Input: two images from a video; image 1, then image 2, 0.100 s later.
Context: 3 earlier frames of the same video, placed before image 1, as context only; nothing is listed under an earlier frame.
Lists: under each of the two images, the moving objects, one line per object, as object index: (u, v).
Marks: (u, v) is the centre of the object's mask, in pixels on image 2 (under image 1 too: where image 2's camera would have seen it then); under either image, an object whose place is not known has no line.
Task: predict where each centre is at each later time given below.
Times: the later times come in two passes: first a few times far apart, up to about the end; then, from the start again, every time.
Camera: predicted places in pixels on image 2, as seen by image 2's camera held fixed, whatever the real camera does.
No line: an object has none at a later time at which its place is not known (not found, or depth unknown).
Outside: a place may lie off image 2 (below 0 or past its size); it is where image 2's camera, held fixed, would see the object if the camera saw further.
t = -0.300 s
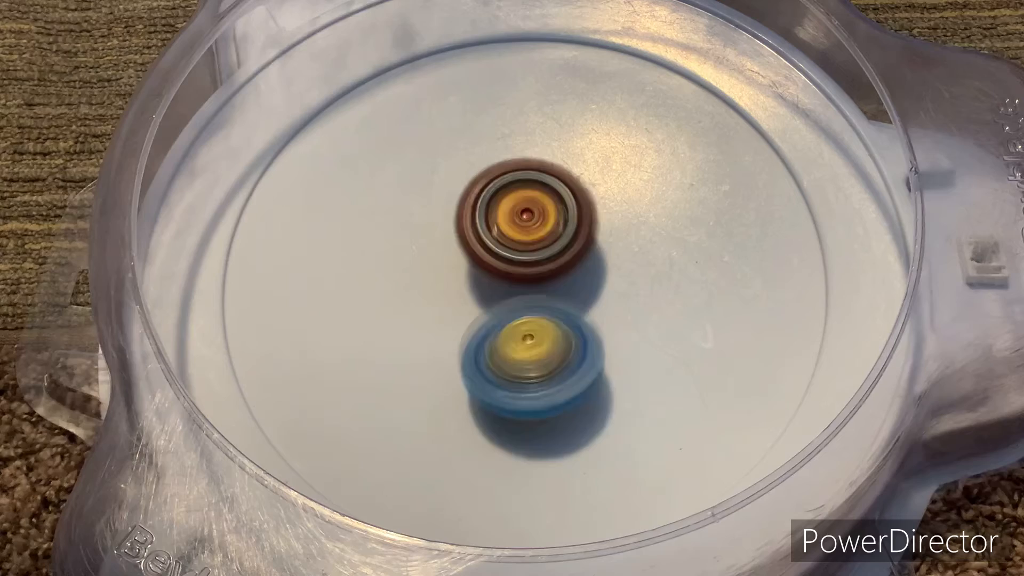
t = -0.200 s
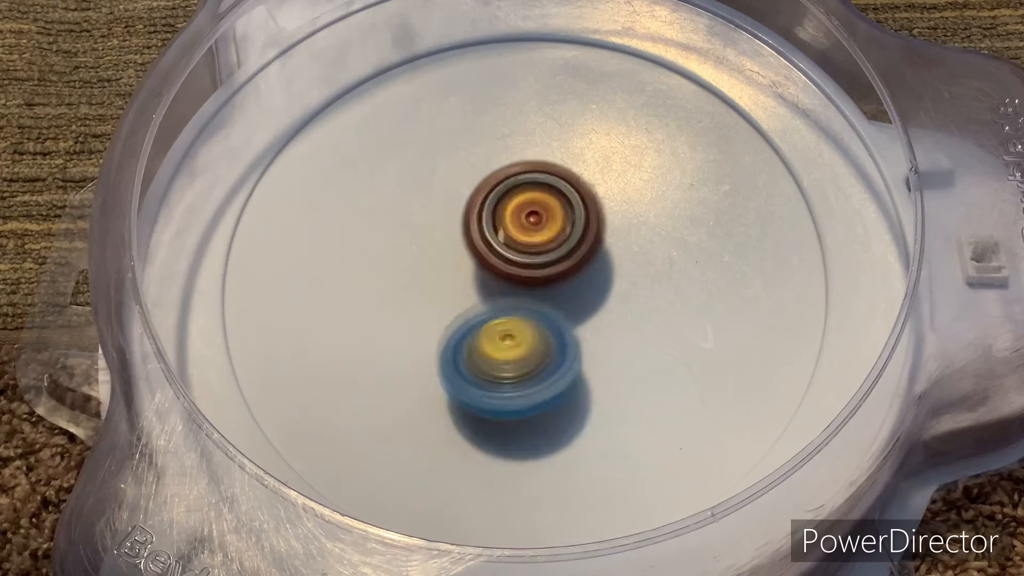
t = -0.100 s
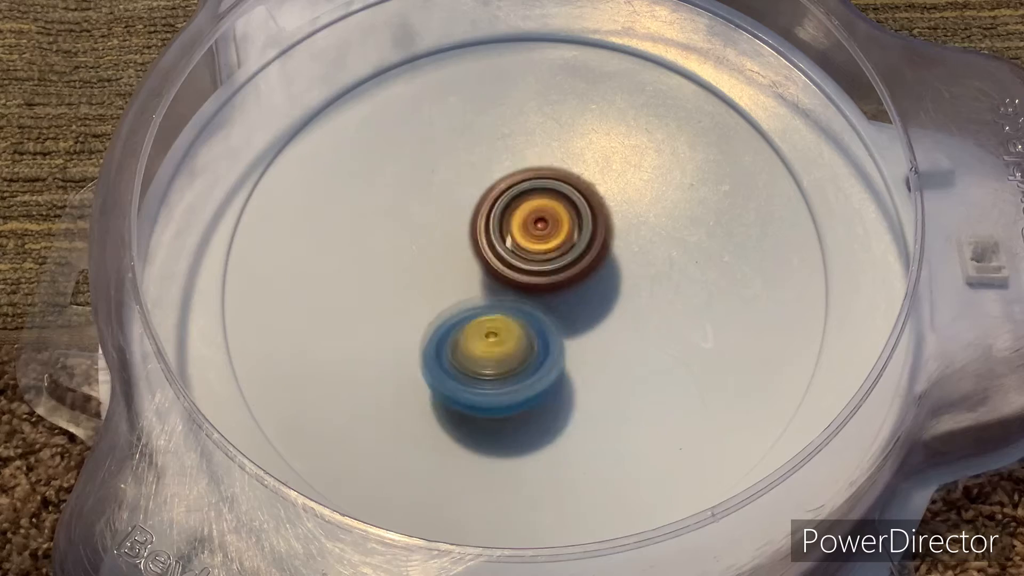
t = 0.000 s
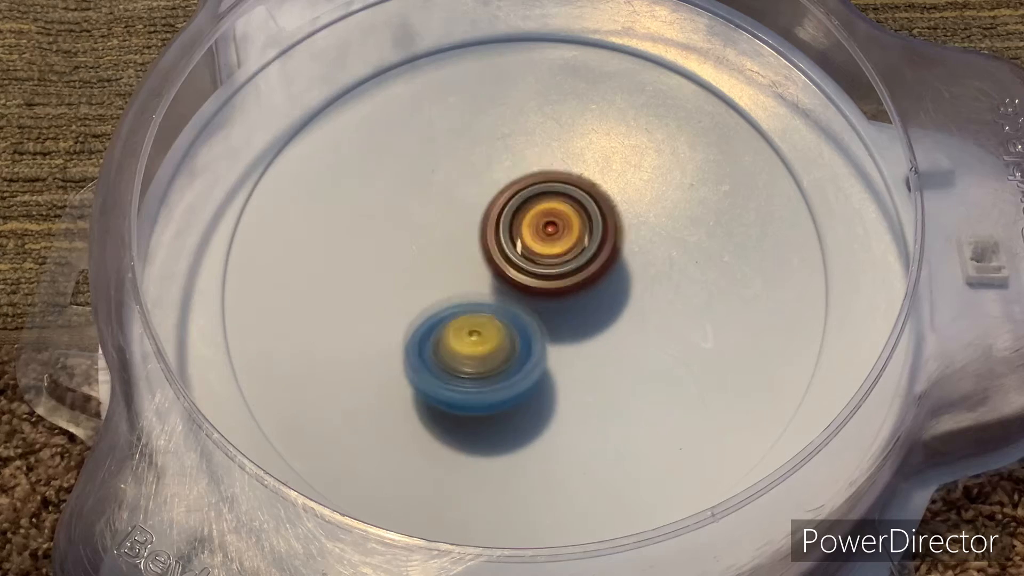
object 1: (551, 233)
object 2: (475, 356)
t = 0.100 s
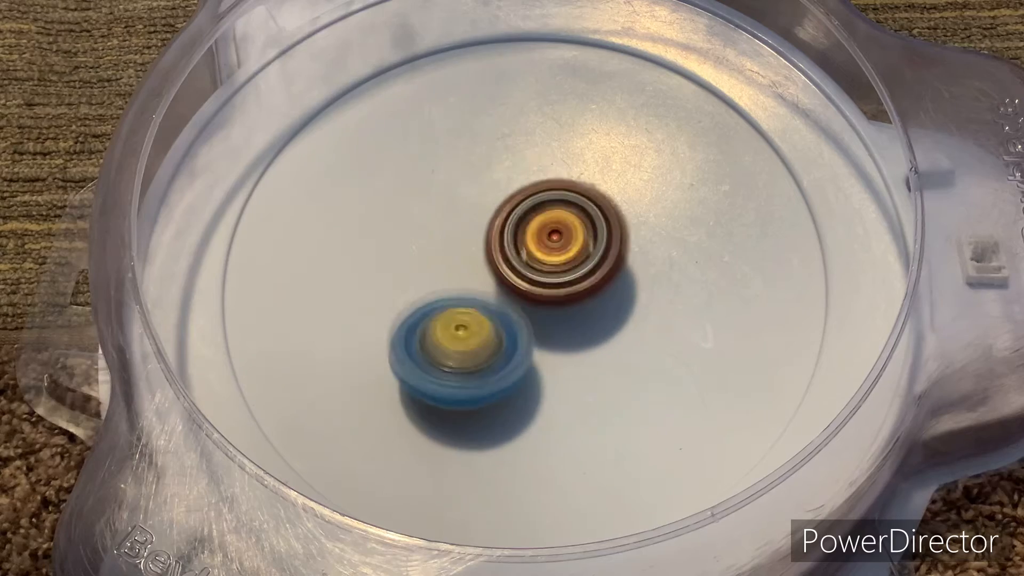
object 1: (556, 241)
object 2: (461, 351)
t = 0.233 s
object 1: (571, 250)
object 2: (443, 343)
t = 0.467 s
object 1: (576, 273)
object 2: (430, 317)
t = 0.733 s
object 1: (569, 300)
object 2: (424, 269)
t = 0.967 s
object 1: (550, 317)
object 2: (438, 228)
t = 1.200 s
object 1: (524, 314)
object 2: (466, 197)
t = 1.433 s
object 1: (493, 303)
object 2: (509, 183)
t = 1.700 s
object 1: (478, 288)
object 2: (554, 187)
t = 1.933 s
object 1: (475, 281)
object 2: (589, 204)
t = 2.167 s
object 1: (484, 276)
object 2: (629, 237)
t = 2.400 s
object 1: (496, 267)
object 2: (655, 277)
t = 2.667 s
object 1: (512, 259)
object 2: (649, 318)
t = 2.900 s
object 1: (514, 253)
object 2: (626, 346)
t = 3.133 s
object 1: (512, 244)
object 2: (582, 364)
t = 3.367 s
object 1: (509, 236)
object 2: (518, 372)
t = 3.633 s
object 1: (528, 224)
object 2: (451, 350)
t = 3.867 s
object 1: (547, 231)
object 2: (430, 318)
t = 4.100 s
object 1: (576, 251)
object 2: (429, 284)
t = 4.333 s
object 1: (598, 280)
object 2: (452, 248)
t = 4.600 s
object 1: (578, 310)
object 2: (499, 213)
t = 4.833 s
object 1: (539, 332)
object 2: (540, 204)
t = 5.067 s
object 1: (497, 322)
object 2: (571, 216)
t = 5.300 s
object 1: (460, 297)
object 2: (597, 244)
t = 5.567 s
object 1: (463, 259)
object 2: (615, 293)
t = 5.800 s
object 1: (496, 233)
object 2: (606, 328)
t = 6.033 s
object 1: (541, 216)
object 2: (578, 349)
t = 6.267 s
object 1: (568, 222)
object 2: (536, 356)
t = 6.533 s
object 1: (582, 248)
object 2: (472, 347)
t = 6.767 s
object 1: (580, 274)
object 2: (436, 321)
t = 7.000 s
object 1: (573, 299)
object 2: (426, 281)
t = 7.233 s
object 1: (553, 314)
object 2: (438, 242)
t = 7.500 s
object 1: (535, 321)
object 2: (485, 207)
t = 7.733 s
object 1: (521, 315)
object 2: (542, 195)
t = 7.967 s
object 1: (499, 307)
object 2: (587, 210)
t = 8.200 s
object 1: (453, 317)
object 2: (619, 245)
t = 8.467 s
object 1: (453, 301)
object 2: (614, 306)
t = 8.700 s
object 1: (458, 251)
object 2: (604, 327)
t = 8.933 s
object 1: (483, 215)
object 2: (577, 329)
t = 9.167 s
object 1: (533, 199)
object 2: (545, 343)
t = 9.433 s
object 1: (575, 209)
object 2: (534, 338)
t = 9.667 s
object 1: (610, 213)
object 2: (516, 342)
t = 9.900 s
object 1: (611, 236)
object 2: (485, 327)
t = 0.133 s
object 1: (557, 245)
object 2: (458, 349)
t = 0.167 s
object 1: (562, 246)
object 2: (452, 347)
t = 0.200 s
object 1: (568, 248)
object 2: (447, 346)
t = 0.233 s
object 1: (571, 250)
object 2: (443, 343)
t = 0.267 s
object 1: (574, 252)
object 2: (441, 340)
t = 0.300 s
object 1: (575, 256)
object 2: (438, 337)
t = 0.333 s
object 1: (576, 259)
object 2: (436, 334)
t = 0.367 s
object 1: (576, 262)
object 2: (434, 331)
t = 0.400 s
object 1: (576, 266)
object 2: (432, 327)
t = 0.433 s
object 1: (577, 270)
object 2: (431, 323)
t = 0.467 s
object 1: (576, 273)
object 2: (430, 317)
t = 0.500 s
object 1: (576, 277)
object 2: (428, 313)
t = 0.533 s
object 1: (577, 281)
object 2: (426, 306)
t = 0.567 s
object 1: (577, 285)
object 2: (426, 300)
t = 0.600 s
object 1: (577, 288)
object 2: (425, 294)
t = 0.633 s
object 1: (576, 292)
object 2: (424, 287)
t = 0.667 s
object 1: (574, 295)
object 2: (423, 281)
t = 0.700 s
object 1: (572, 297)
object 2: (422, 274)
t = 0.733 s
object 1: (569, 300)
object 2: (424, 269)
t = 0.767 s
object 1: (567, 303)
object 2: (426, 263)
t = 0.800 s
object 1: (564, 305)
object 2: (429, 258)
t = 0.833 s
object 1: (561, 308)
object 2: (430, 252)
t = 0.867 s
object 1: (559, 312)
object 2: (432, 246)
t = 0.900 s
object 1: (557, 314)
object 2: (434, 241)
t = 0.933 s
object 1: (554, 316)
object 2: (436, 235)
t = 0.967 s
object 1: (550, 317)
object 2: (438, 228)
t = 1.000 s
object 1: (547, 318)
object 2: (441, 220)
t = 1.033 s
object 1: (543, 318)
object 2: (444, 214)
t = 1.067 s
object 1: (540, 318)
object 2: (446, 209)
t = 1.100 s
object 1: (536, 318)
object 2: (450, 204)
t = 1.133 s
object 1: (533, 317)
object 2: (454, 201)
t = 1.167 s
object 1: (529, 316)
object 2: (460, 198)
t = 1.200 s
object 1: (524, 314)
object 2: (466, 197)
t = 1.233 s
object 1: (520, 313)
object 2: (472, 195)
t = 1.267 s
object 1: (515, 310)
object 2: (479, 193)
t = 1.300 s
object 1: (511, 309)
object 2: (484, 192)
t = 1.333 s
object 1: (506, 308)
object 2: (491, 190)
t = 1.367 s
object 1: (501, 306)
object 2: (498, 188)
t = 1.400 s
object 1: (497, 305)
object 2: (504, 185)
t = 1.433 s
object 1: (493, 303)
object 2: (509, 183)
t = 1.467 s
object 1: (490, 301)
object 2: (514, 183)
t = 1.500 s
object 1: (487, 298)
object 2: (520, 183)
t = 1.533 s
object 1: (485, 296)
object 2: (525, 183)
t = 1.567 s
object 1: (483, 295)
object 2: (531, 182)
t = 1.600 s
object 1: (481, 294)
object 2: (536, 182)
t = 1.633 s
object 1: (479, 292)
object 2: (542, 184)
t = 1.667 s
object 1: (478, 290)
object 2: (548, 185)
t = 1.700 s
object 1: (478, 288)
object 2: (554, 187)
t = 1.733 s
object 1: (478, 287)
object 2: (558, 188)
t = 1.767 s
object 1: (476, 286)
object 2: (564, 189)
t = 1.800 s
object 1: (475, 285)
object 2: (569, 191)
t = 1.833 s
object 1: (475, 283)
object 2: (572, 194)
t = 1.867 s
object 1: (476, 281)
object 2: (578, 198)
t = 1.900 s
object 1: (475, 281)
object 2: (583, 200)
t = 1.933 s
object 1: (475, 281)
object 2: (589, 204)
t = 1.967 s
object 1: (476, 280)
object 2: (594, 209)
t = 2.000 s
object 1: (477, 279)
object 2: (598, 213)
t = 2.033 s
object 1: (478, 279)
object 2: (606, 218)
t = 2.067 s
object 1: (478, 278)
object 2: (612, 222)
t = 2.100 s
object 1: (479, 278)
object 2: (618, 226)
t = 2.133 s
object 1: (481, 277)
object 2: (624, 231)
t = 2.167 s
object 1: (484, 276)
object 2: (629, 237)
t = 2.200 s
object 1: (488, 275)
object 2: (633, 241)
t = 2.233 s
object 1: (492, 275)
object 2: (637, 249)
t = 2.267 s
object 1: (493, 273)
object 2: (640, 254)
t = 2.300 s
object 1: (492, 271)
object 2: (645, 259)
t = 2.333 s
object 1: (492, 269)
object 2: (650, 265)
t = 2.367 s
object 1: (494, 268)
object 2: (652, 270)
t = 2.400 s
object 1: (496, 267)
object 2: (655, 277)
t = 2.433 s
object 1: (498, 266)
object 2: (656, 283)
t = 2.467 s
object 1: (501, 266)
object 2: (656, 288)
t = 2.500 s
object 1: (505, 265)
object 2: (655, 292)
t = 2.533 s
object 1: (507, 264)
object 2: (655, 298)
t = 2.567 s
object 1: (507, 262)
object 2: (655, 302)
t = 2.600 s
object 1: (508, 261)
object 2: (655, 309)
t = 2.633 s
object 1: (510, 260)
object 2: (653, 315)
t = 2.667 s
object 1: (512, 259)
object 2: (649, 318)
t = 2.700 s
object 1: (512, 258)
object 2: (648, 326)
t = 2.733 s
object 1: (513, 257)
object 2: (645, 330)
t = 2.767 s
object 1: (514, 257)
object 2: (642, 334)
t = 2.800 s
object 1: (515, 257)
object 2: (639, 336)
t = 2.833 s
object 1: (515, 255)
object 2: (635, 340)
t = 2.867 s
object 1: (515, 254)
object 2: (631, 342)
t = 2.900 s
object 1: (514, 253)
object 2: (626, 346)
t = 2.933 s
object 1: (515, 252)
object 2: (623, 348)
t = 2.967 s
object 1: (514, 249)
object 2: (616, 350)
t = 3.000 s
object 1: (514, 247)
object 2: (610, 354)
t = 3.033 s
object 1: (514, 247)
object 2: (605, 357)
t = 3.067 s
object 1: (514, 246)
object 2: (596, 359)
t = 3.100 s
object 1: (512, 245)
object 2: (589, 361)
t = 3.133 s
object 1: (512, 244)
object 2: (582, 364)
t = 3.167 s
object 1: (511, 244)
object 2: (572, 366)
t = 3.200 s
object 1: (510, 241)
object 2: (564, 369)
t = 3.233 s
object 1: (508, 238)
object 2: (555, 372)
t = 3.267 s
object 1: (508, 237)
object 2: (546, 374)
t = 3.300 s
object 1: (508, 236)
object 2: (536, 374)
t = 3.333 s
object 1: (508, 236)
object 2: (527, 374)
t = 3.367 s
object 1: (509, 236)
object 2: (518, 372)
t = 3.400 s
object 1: (510, 237)
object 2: (509, 372)
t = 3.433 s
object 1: (510, 236)
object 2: (500, 371)
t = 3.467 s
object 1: (513, 233)
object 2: (490, 369)
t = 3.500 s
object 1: (515, 231)
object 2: (482, 368)
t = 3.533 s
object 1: (519, 228)
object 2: (473, 365)
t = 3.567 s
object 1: (522, 226)
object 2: (465, 360)
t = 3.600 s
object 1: (525, 225)
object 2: (457, 354)
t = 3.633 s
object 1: (528, 224)
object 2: (451, 350)
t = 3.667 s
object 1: (532, 224)
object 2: (444, 345)
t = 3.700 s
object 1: (535, 224)
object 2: (440, 341)
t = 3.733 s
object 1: (538, 224)
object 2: (437, 336)
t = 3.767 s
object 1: (540, 225)
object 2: (435, 332)
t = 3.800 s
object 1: (543, 227)
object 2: (433, 327)
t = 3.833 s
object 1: (545, 229)
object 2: (431, 323)
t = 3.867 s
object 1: (547, 231)
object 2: (430, 318)
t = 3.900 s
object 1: (551, 234)
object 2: (428, 315)
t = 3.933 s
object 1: (556, 235)
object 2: (426, 310)
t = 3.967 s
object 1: (561, 238)
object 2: (426, 306)
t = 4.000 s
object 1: (564, 240)
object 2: (428, 301)
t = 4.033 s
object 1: (567, 244)
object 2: (429, 297)
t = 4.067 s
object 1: (571, 247)
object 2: (428, 290)
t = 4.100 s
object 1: (576, 251)
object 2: (429, 284)
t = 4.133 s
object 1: (582, 254)
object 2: (431, 278)
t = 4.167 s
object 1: (586, 258)
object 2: (433, 273)
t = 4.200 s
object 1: (590, 263)
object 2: (435, 268)
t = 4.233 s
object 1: (593, 268)
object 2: (439, 262)
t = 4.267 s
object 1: (596, 272)
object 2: (443, 258)
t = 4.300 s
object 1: (598, 276)
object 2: (447, 253)
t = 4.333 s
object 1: (598, 280)
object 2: (452, 248)
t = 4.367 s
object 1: (598, 284)
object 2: (457, 242)
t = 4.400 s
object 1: (598, 288)
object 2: (462, 237)
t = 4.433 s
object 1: (596, 292)
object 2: (469, 233)
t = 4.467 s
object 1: (594, 296)
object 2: (474, 228)
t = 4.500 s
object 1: (591, 299)
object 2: (480, 224)
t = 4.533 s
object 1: (587, 303)
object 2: (486, 220)
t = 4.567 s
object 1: (583, 306)
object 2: (493, 216)
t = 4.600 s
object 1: (578, 310)
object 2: (499, 213)
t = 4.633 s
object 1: (574, 315)
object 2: (505, 209)
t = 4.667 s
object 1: (568, 319)
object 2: (513, 206)
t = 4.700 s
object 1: (563, 323)
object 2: (519, 204)
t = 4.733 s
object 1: (557, 326)
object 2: (525, 204)
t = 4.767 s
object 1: (552, 328)
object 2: (530, 203)
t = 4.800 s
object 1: (545, 331)
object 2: (535, 203)
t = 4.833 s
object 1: (539, 332)
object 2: (540, 204)
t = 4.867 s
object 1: (533, 333)
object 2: (546, 205)
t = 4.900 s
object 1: (527, 333)
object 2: (551, 206)
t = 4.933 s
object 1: (521, 332)
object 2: (554, 207)
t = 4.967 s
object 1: (514, 331)
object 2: (559, 209)
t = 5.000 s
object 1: (508, 328)
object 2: (563, 211)
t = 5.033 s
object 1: (503, 325)
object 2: (568, 213)
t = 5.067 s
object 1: (497, 322)
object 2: (571, 216)
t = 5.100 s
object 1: (491, 319)
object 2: (574, 219)
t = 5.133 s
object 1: (486, 316)
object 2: (577, 222)
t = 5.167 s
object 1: (481, 311)
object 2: (581, 225)
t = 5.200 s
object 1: (474, 308)
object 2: (585, 229)
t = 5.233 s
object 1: (468, 305)
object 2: (589, 234)
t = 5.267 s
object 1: (464, 301)
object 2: (593, 239)
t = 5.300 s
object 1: (460, 297)
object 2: (597, 244)
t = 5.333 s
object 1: (458, 293)
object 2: (602, 250)
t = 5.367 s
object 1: (456, 289)
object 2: (606, 257)
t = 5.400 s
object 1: (456, 284)
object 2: (608, 262)
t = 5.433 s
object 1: (456, 279)
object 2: (610, 268)
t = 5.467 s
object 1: (457, 274)
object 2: (612, 274)
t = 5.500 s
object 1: (459, 269)
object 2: (613, 280)
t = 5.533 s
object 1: (460, 264)
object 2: (614, 287)
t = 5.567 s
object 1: (463, 259)
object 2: (615, 293)
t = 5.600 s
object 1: (466, 255)
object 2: (615, 299)
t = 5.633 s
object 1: (470, 250)
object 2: (615, 305)
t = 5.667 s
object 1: (474, 246)
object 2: (614, 311)
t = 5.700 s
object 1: (479, 242)
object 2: (613, 316)
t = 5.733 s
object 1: (485, 239)
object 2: (612, 320)
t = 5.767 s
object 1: (490, 236)
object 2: (609, 324)
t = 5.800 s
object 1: (496, 233)
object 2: (606, 328)
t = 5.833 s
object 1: (503, 230)
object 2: (603, 330)
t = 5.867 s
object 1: (510, 228)
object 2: (600, 334)
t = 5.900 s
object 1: (516, 224)
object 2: (598, 339)
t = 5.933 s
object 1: (522, 222)
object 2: (594, 342)
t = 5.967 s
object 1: (529, 219)
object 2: (589, 345)
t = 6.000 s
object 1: (535, 217)
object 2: (583, 347)
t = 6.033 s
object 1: (541, 216)
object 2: (578, 349)
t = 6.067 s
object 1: (546, 216)
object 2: (574, 351)
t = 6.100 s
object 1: (551, 217)
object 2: (568, 351)
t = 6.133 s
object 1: (555, 218)
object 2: (563, 353)
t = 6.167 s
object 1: (559, 219)
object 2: (558, 354)
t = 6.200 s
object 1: (563, 219)
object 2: (551, 356)
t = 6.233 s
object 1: (566, 220)
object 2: (543, 356)
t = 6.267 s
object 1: (568, 222)
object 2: (536, 356)
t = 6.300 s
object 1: (571, 225)
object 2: (528, 356)
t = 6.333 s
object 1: (573, 228)
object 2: (521, 356)
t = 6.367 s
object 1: (575, 230)
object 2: (512, 358)
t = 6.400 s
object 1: (578, 234)
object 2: (504, 356)
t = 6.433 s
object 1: (579, 237)
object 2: (496, 353)
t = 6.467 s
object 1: (579, 241)
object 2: (488, 351)
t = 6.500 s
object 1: (581, 245)
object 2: (480, 350)
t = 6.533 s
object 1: (582, 248)
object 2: (472, 347)
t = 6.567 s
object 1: (581, 252)
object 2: (465, 343)
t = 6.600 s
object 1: (580, 256)
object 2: (459, 340)
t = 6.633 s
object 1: (582, 260)
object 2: (453, 337)
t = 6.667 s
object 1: (583, 264)
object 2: (446, 333)
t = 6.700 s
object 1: (583, 267)
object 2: (442, 329)
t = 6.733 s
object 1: (581, 271)
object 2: (439, 325)
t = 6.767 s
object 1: (580, 274)
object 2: (436, 321)
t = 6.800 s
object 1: (579, 278)
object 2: (434, 316)
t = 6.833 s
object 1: (581, 283)
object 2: (431, 311)
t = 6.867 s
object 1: (580, 286)
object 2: (429, 306)
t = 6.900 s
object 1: (578, 289)
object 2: (428, 300)
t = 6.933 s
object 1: (577, 292)
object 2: (427, 294)
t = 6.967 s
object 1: (574, 295)
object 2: (427, 287)
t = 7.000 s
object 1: (573, 299)
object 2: (426, 281)
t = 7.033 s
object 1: (570, 301)
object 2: (426, 274)
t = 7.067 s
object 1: (567, 304)
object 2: (427, 268)
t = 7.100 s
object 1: (565, 307)
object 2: (429, 262)
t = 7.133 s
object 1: (562, 308)
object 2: (431, 257)
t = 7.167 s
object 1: (559, 310)
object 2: (433, 253)
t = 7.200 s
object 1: (556, 312)
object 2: (435, 247)
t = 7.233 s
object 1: (553, 314)
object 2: (438, 242)
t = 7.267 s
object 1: (549, 315)
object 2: (441, 237)
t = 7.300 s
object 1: (547, 316)
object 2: (446, 232)
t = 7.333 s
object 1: (544, 316)
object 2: (450, 227)
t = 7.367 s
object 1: (542, 316)
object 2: (457, 223)
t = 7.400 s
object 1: (540, 316)
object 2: (462, 219)
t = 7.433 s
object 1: (538, 320)
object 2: (469, 213)
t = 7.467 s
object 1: (538, 321)
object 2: (477, 209)
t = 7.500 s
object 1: (535, 321)
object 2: (485, 207)
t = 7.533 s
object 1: (534, 321)
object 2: (494, 205)
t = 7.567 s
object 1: (532, 320)
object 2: (501, 203)
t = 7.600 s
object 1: (531, 319)
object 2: (509, 201)
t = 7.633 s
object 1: (528, 316)
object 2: (517, 200)
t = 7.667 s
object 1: (526, 315)
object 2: (525, 198)
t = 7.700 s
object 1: (523, 315)
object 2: (534, 196)
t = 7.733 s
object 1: (521, 315)
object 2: (542, 195)
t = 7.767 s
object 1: (518, 313)
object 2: (550, 196)
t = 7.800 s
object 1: (517, 312)
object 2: (557, 197)
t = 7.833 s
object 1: (514, 309)
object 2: (563, 199)
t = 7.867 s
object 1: (510, 310)
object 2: (570, 199)
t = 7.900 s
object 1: (505, 309)
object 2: (576, 202)
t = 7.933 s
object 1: (502, 308)
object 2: (582, 205)
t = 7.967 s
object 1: (499, 307)
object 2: (587, 210)
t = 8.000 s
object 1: (498, 305)
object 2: (591, 214)
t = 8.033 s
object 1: (494, 303)
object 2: (595, 218)
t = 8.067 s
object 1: (483, 308)
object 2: (602, 220)
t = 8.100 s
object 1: (471, 313)
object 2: (609, 224)
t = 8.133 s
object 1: (464, 315)
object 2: (613, 231)
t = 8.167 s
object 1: (459, 316)
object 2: (616, 238)
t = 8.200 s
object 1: (453, 317)
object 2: (619, 245)
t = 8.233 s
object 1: (450, 317)
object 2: (620, 253)
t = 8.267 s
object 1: (446, 316)
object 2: (621, 261)
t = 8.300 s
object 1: (445, 315)
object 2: (622, 269)
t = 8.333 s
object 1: (444, 313)
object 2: (622, 277)
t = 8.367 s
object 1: (445, 310)
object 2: (621, 285)
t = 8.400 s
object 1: (447, 308)
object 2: (619, 294)
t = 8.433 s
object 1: (449, 305)
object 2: (617, 301)
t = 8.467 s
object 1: (453, 301)
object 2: (614, 306)
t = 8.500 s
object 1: (456, 297)
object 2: (611, 310)
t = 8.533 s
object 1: (461, 292)
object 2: (609, 314)
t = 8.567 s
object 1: (464, 285)
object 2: (609, 317)
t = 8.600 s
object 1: (460, 274)
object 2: (612, 323)
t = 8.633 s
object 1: (459, 266)
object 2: (610, 326)
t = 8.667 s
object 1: (458, 259)
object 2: (607, 328)
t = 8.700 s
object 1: (458, 251)
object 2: (604, 327)
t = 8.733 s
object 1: (459, 245)
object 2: (601, 328)
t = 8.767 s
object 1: (461, 239)
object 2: (598, 328)
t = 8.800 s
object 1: (463, 233)
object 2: (595, 329)
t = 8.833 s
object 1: (467, 228)
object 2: (591, 327)
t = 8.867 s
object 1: (472, 223)
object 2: (587, 329)
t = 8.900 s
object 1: (477, 218)
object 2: (583, 329)
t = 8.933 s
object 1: (483, 215)
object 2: (577, 329)
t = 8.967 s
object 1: (491, 212)
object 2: (573, 330)
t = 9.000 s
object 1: (497, 210)
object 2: (567, 332)
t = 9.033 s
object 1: (504, 210)
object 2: (562, 334)
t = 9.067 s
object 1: (512, 209)
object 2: (557, 336)
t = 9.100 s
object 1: (520, 209)
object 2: (552, 337)
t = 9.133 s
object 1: (527, 205)
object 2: (548, 339)
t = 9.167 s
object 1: (533, 199)
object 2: (545, 343)
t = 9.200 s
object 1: (539, 196)
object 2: (540, 344)
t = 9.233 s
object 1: (545, 195)
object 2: (537, 345)
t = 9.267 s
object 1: (550, 194)
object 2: (534, 345)
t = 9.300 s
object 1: (557, 195)
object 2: (532, 344)
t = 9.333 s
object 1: (561, 196)
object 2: (532, 343)
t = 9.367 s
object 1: (566, 199)
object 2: (532, 342)
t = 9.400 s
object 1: (571, 204)
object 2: (533, 340)
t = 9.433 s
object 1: (575, 209)
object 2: (534, 338)
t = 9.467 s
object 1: (579, 211)
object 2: (534, 338)
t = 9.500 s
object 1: (585, 213)
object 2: (534, 338)
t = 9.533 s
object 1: (590, 215)
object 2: (533, 339)
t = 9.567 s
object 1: (593, 218)
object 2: (533, 339)
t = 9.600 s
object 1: (601, 216)
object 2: (528, 341)
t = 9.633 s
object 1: (606, 214)
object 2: (521, 343)
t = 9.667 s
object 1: (610, 213)
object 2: (516, 342)
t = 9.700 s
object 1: (613, 214)
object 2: (511, 340)
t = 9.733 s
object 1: (616, 215)
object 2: (505, 337)
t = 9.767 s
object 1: (617, 218)
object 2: (500, 335)
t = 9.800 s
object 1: (618, 221)
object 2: (496, 333)
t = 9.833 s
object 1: (616, 226)
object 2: (491, 332)
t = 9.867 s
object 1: (614, 231)
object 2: (488, 329)
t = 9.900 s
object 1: (611, 236)
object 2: (485, 327)
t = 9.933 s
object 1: (607, 242)
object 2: (485, 325)
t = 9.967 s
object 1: (601, 248)
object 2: (485, 325)
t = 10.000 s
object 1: (603, 250)
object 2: (479, 326)
